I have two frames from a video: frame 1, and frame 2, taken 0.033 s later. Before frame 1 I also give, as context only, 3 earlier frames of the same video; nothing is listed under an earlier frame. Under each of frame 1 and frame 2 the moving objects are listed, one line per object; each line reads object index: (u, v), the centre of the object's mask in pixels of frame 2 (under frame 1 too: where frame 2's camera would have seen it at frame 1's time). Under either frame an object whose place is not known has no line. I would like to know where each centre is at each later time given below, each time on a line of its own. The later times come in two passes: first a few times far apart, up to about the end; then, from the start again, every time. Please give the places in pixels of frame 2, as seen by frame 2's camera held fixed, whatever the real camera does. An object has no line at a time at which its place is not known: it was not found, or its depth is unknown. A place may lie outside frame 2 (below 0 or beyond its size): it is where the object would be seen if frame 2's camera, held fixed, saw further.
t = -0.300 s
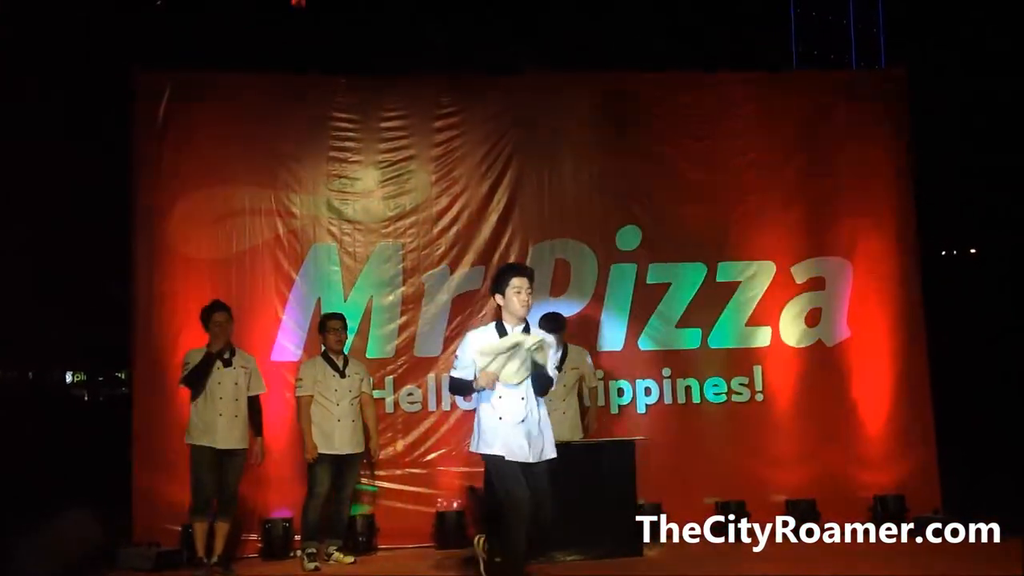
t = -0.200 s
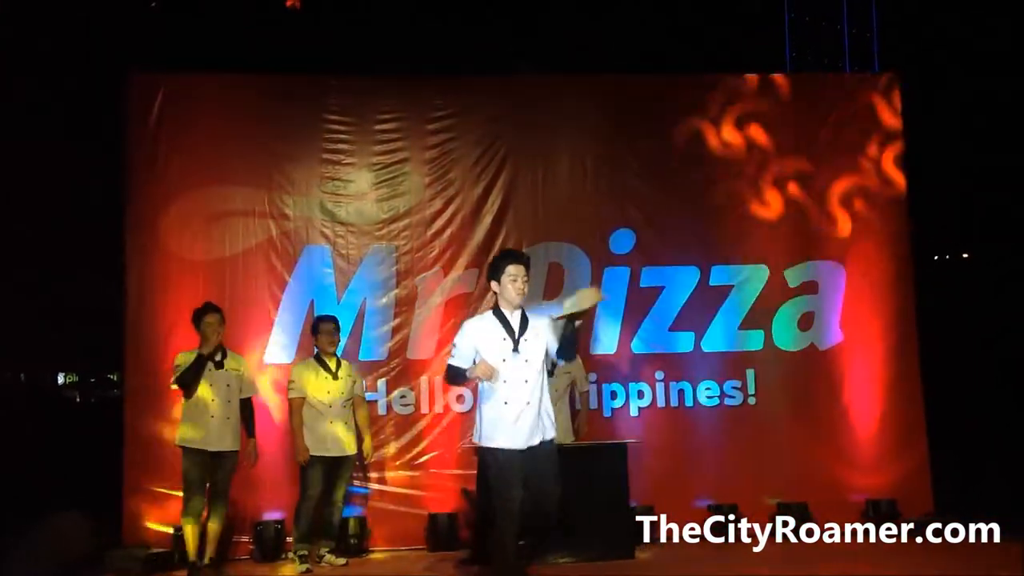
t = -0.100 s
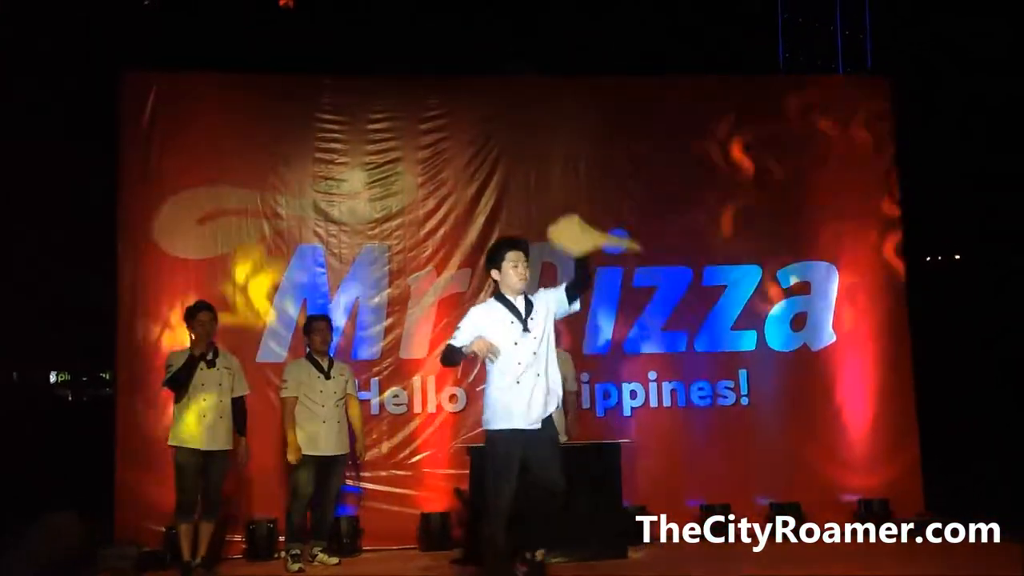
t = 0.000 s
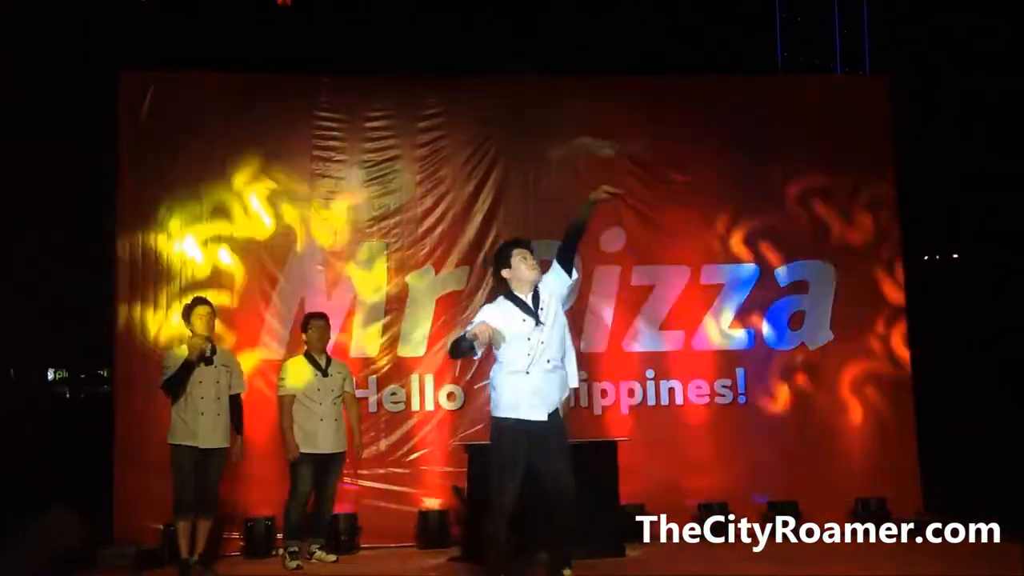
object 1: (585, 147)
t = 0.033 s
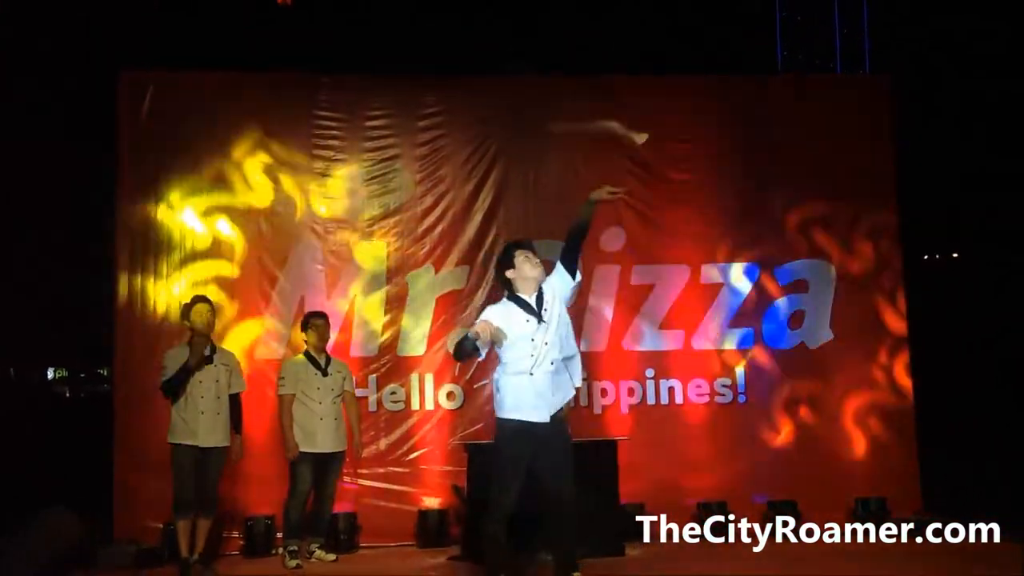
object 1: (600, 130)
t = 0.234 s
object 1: (617, 39)
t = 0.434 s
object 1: (638, 20)
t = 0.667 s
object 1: (678, 89)
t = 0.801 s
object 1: (706, 177)
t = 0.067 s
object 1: (604, 111)
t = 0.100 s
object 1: (609, 89)
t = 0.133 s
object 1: (614, 73)
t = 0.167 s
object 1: (616, 59)
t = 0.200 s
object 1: (613, 48)
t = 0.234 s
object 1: (617, 39)
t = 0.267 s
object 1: (621, 29)
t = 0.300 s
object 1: (625, 21)
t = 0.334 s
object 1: (631, 19)
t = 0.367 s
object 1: (633, 19)
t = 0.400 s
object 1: (635, 19)
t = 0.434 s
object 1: (638, 20)
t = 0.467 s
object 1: (642, 22)
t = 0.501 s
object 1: (644, 26)
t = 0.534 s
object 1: (650, 34)
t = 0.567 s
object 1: (658, 47)
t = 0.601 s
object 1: (666, 59)
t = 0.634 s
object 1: (673, 73)
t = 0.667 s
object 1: (678, 89)
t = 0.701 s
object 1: (683, 110)
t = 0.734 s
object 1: (688, 132)
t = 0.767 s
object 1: (695, 154)
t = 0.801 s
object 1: (706, 177)
